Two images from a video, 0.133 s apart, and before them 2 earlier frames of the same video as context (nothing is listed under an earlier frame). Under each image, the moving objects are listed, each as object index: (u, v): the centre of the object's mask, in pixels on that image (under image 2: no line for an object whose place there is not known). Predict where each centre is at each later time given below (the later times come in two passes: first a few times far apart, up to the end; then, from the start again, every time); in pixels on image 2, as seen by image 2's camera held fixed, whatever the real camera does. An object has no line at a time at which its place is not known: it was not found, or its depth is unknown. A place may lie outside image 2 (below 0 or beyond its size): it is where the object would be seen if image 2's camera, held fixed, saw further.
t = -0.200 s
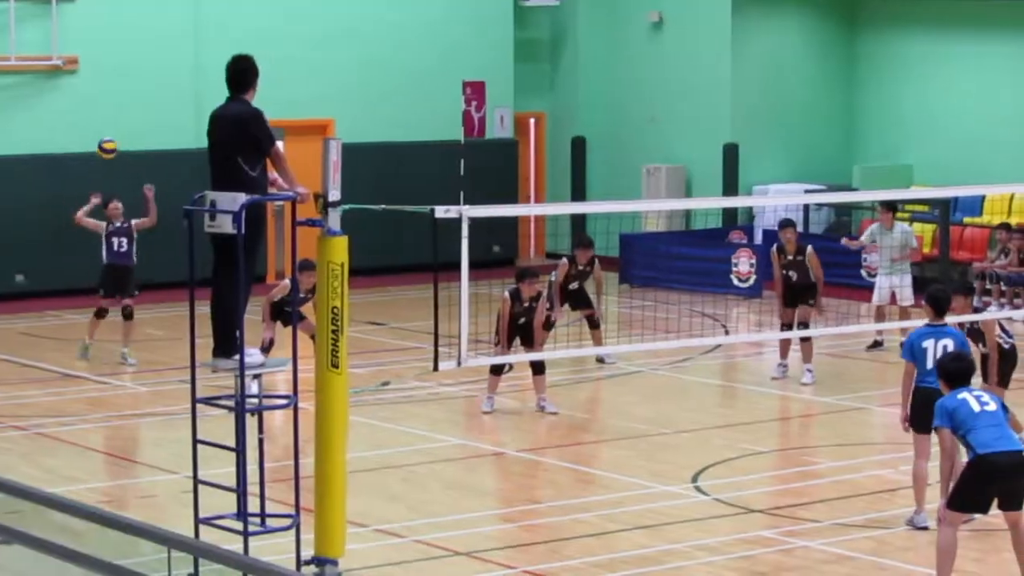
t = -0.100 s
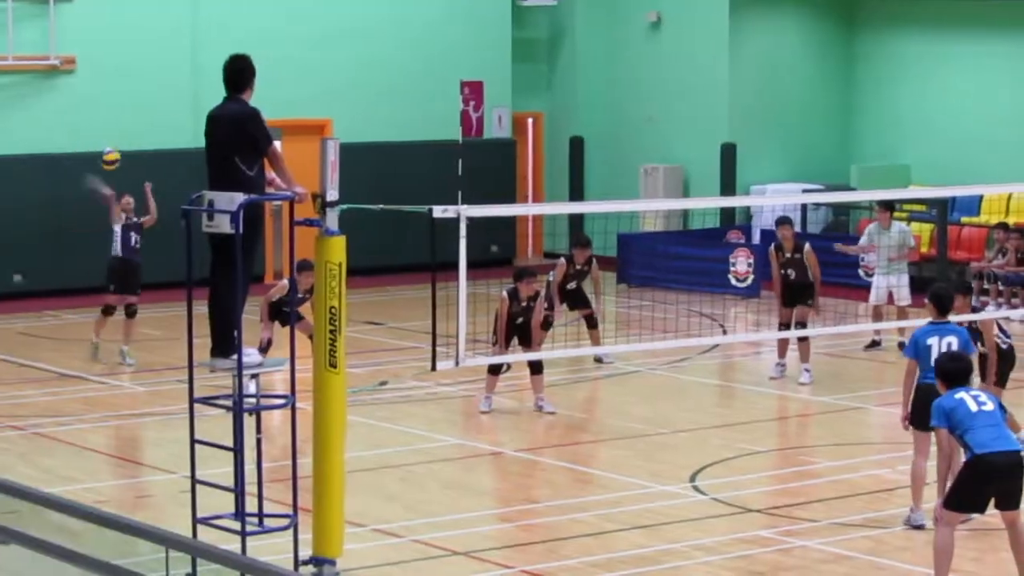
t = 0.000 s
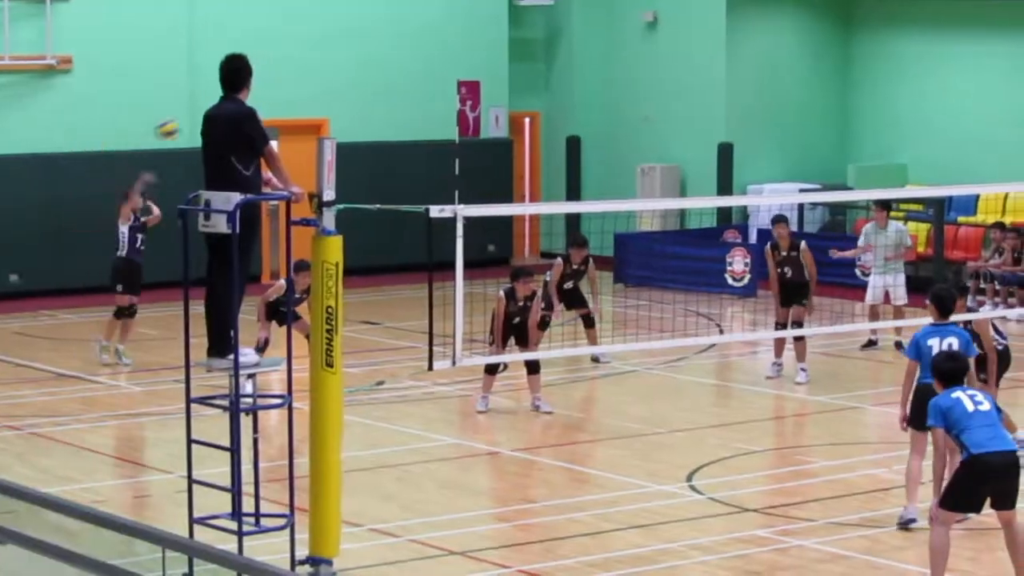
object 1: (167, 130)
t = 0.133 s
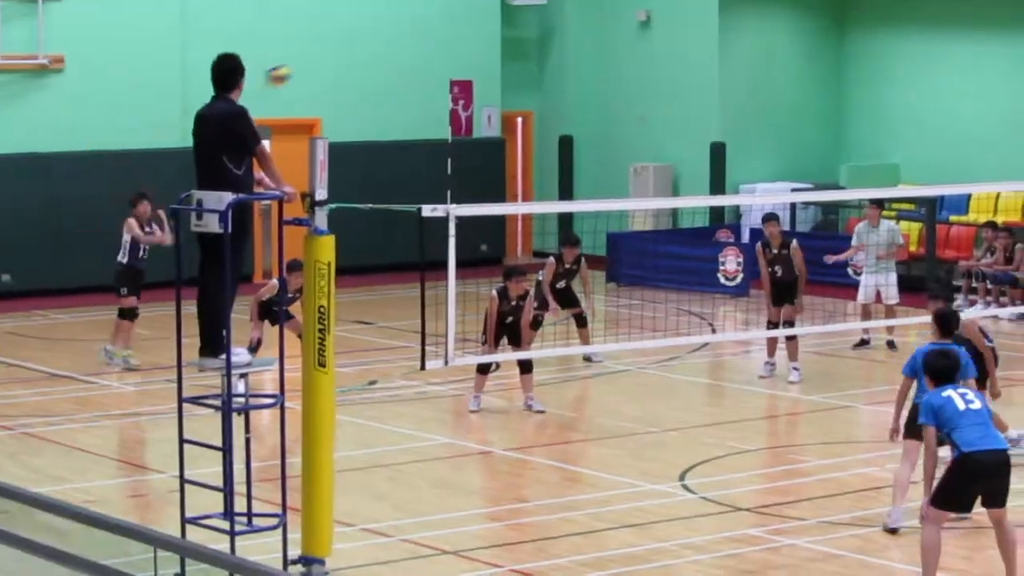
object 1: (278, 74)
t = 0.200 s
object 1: (341, 52)
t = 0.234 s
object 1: (373, 44)
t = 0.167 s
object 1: (309, 63)
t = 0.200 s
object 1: (341, 52)
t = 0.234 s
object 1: (373, 44)
